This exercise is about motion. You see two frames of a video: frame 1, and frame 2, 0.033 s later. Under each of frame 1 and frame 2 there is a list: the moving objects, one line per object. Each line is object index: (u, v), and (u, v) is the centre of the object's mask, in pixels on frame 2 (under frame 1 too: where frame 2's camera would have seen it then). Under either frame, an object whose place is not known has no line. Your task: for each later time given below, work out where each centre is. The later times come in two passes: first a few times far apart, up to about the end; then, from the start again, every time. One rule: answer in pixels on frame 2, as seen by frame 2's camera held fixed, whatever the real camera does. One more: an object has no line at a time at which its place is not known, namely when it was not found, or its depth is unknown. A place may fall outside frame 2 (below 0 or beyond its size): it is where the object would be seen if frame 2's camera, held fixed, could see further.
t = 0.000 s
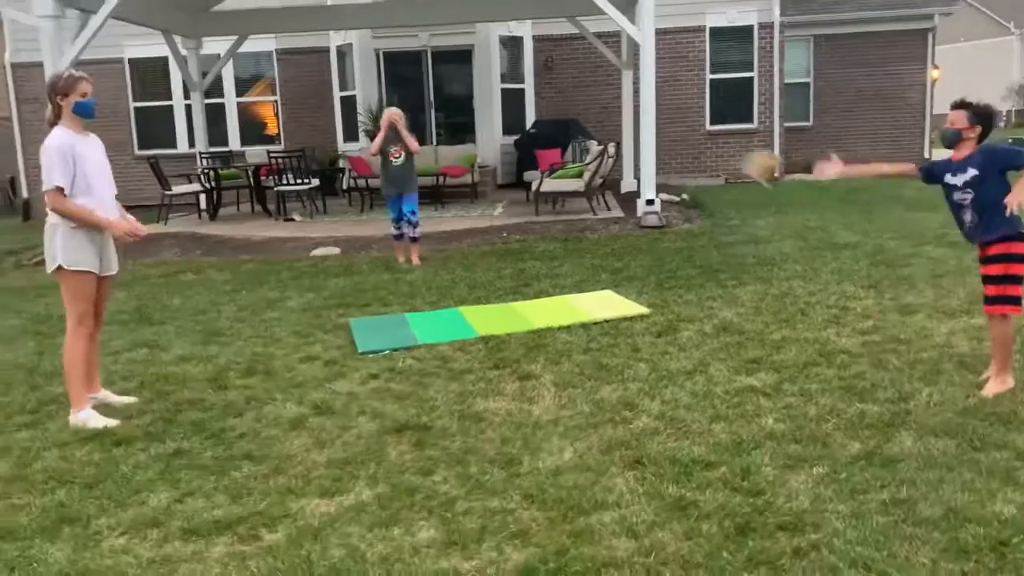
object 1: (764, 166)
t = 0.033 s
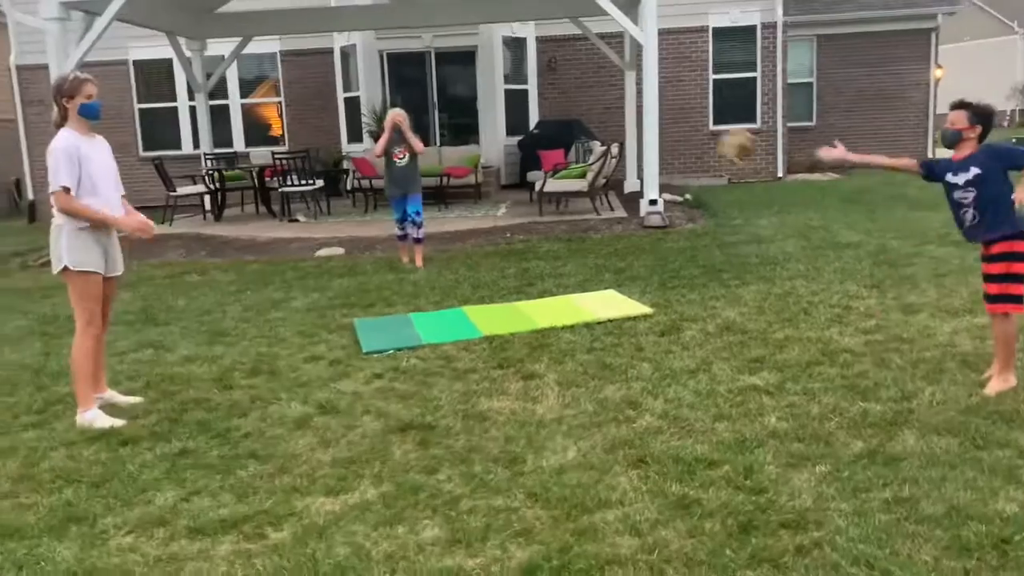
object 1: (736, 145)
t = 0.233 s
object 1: (578, 73)
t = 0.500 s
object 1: (391, 105)
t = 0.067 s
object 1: (707, 126)
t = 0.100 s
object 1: (682, 110)
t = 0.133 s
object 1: (656, 100)
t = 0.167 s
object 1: (629, 87)
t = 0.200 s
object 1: (601, 77)
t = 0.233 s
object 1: (578, 73)
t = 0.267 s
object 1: (554, 69)
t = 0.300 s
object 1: (528, 71)
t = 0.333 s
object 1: (505, 71)
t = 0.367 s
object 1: (480, 74)
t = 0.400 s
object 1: (459, 78)
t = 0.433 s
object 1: (435, 86)
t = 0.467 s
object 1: (414, 94)
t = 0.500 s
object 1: (391, 105)
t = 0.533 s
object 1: (372, 121)
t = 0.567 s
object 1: (352, 136)
